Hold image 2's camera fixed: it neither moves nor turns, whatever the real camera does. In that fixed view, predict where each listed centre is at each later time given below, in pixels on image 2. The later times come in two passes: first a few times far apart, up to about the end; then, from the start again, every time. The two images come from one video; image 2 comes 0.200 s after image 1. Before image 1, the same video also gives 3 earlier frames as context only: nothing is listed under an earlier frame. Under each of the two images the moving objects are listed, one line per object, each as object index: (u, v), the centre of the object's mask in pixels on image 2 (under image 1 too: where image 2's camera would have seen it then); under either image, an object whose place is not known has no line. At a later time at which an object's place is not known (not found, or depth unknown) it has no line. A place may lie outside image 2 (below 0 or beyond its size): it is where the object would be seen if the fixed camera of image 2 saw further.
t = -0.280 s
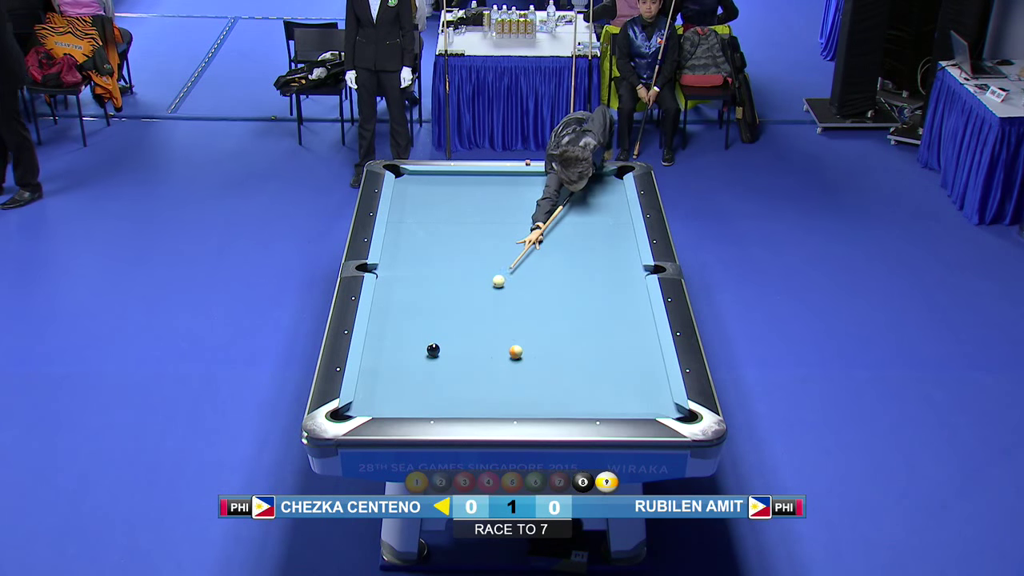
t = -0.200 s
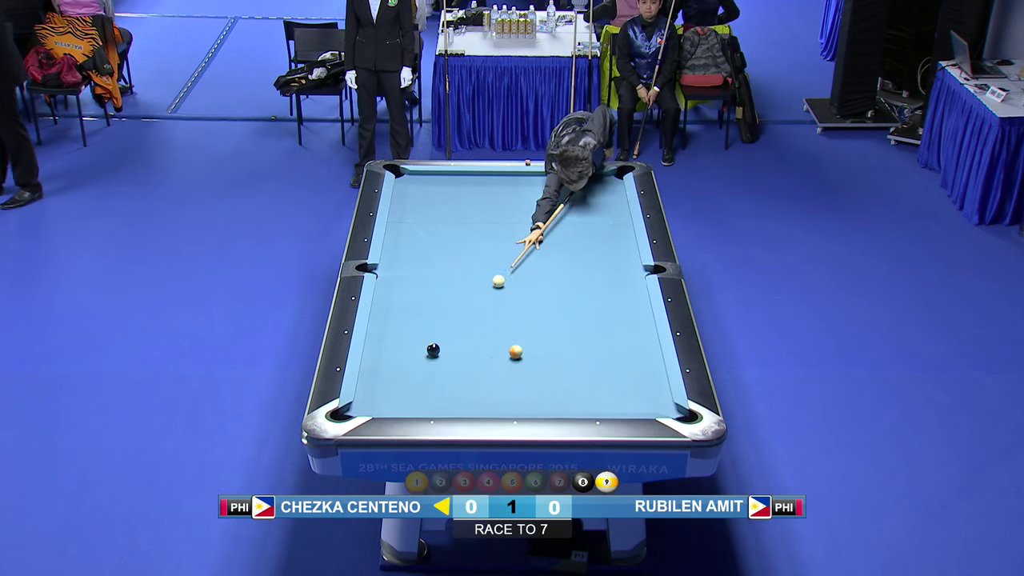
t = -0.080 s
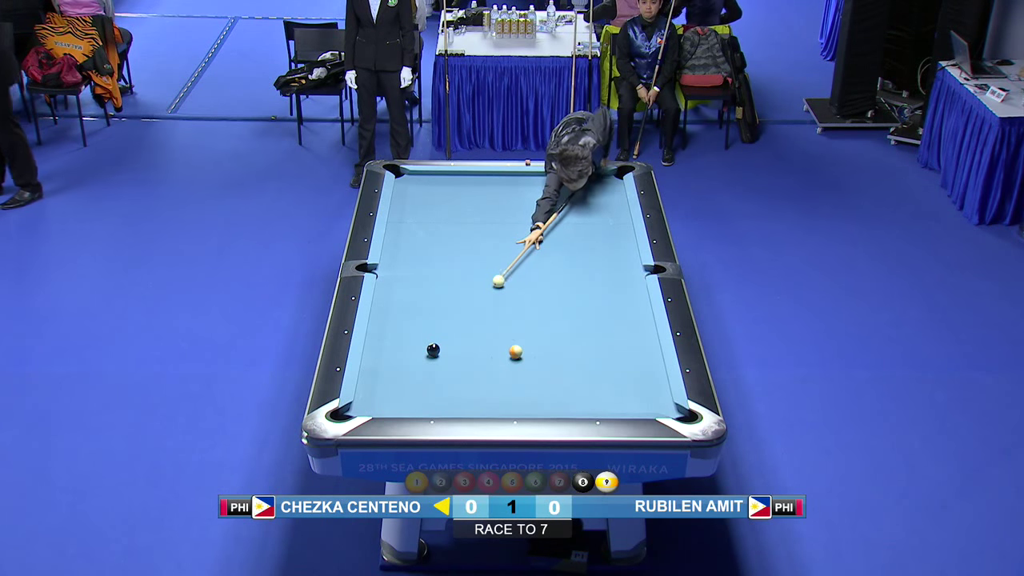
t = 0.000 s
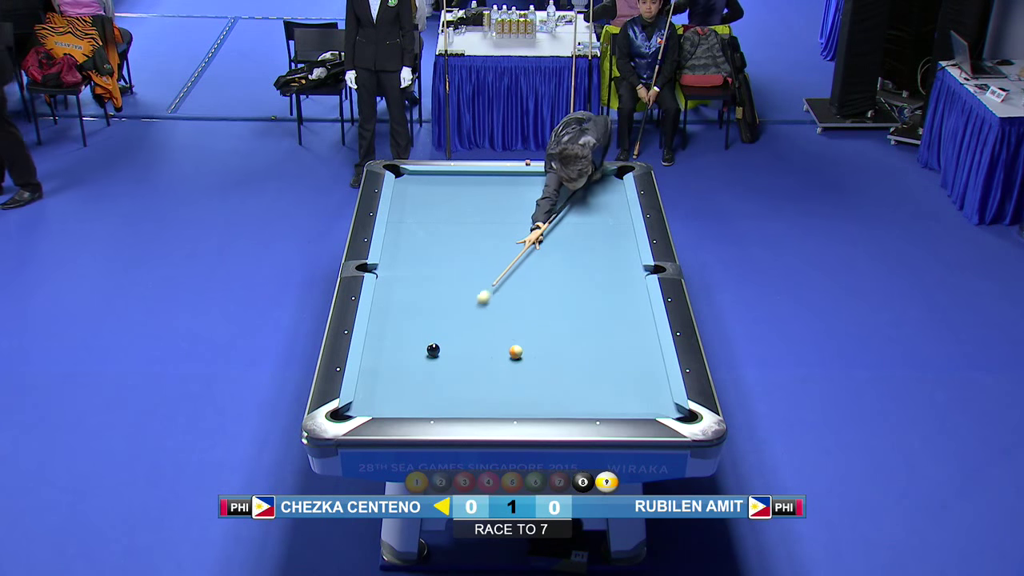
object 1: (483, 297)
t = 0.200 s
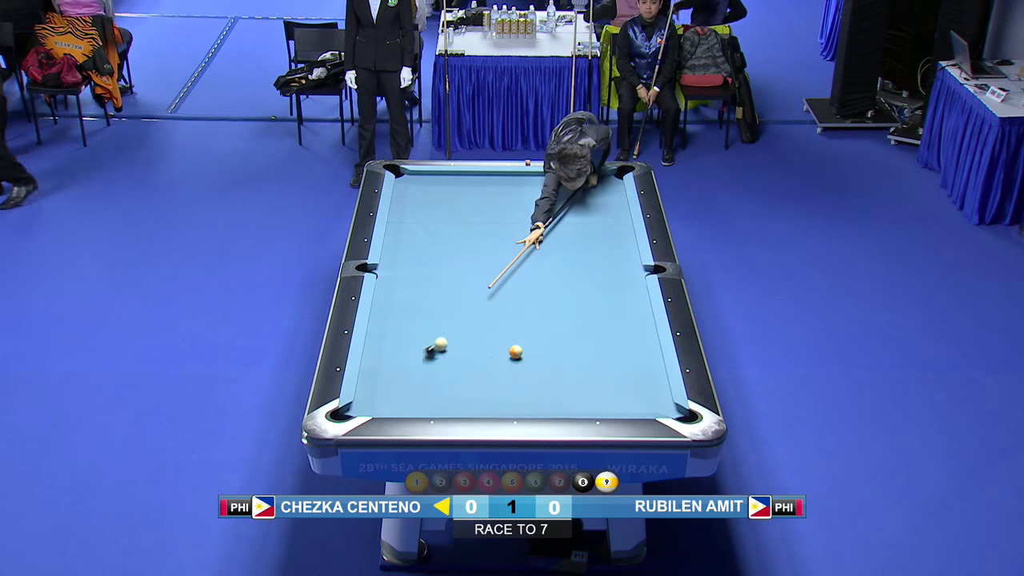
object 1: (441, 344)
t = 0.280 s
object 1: (444, 346)
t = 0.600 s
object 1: (445, 366)
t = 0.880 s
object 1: (441, 387)
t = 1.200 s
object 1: (436, 407)
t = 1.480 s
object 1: (436, 398)
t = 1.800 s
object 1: (435, 387)
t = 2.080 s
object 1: (435, 379)
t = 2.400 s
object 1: (434, 371)
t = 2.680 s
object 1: (434, 365)
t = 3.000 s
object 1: (434, 359)
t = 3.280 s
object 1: (434, 355)
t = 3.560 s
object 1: (435, 351)
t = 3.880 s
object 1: (436, 348)
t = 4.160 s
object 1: (437, 346)
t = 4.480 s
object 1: (437, 345)
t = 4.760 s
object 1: (437, 345)
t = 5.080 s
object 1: (437, 345)
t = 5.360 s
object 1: (437, 345)
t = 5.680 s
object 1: (437, 345)
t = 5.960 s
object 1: (437, 345)
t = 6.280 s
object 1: (437, 345)
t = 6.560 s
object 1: (437, 345)
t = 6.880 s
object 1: (437, 345)
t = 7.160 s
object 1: (437, 345)
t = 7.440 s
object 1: (437, 345)
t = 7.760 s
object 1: (437, 345)
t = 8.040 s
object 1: (437, 345)
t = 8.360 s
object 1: (437, 345)
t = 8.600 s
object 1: (437, 345)
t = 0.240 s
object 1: (443, 345)
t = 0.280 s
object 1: (444, 346)
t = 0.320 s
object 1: (445, 348)
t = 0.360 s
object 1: (446, 350)
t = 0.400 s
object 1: (447, 352)
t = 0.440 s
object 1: (447, 355)
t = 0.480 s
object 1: (447, 357)
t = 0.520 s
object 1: (446, 360)
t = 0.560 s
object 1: (446, 363)
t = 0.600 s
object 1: (445, 366)
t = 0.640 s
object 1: (445, 369)
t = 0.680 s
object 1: (444, 372)
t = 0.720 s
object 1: (443, 375)
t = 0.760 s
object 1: (443, 378)
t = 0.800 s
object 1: (442, 381)
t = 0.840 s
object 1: (442, 384)
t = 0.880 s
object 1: (441, 387)
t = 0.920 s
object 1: (440, 389)
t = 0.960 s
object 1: (440, 392)
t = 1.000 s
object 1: (439, 395)
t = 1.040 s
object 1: (438, 398)
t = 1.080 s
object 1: (438, 402)
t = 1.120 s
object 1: (437, 403)
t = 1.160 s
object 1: (437, 405)
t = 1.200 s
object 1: (436, 407)
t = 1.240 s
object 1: (436, 406)
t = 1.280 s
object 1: (436, 404)
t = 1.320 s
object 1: (436, 403)
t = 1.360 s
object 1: (436, 402)
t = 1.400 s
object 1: (436, 401)
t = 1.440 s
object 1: (436, 399)
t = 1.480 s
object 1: (436, 398)
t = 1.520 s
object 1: (436, 396)
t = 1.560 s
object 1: (436, 395)
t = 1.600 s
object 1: (436, 394)
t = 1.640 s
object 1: (436, 392)
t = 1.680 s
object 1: (436, 391)
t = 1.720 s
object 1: (436, 390)
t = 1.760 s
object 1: (436, 388)
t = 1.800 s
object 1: (435, 387)
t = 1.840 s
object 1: (435, 386)
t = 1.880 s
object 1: (435, 385)
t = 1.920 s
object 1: (435, 384)
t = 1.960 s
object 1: (435, 383)
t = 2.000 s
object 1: (435, 381)
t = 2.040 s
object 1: (435, 380)
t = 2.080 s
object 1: (435, 379)
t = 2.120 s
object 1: (435, 378)
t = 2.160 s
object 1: (435, 377)
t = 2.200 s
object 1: (435, 376)
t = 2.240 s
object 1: (435, 375)
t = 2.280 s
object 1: (435, 374)
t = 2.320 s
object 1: (434, 373)
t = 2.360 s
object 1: (434, 372)
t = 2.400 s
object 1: (434, 371)
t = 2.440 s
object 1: (434, 370)
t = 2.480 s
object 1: (434, 369)
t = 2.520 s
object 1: (434, 368)
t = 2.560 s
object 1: (434, 368)
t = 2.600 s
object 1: (434, 367)
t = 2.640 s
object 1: (434, 366)
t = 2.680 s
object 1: (434, 365)
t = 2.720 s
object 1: (434, 364)
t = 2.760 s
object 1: (434, 363)
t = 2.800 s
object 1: (434, 363)
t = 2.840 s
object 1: (434, 362)
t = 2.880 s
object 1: (434, 361)
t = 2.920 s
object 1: (434, 361)
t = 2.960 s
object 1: (434, 360)
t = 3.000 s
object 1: (434, 359)
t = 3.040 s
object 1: (434, 358)
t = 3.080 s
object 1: (434, 358)
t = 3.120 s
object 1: (434, 357)
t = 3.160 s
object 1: (434, 357)
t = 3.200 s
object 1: (434, 356)
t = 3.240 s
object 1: (434, 355)
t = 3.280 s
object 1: (434, 355)
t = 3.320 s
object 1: (434, 354)
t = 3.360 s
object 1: (434, 354)
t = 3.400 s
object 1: (434, 353)
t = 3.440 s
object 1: (434, 353)
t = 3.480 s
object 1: (434, 352)
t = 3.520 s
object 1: (435, 352)
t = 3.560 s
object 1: (435, 351)
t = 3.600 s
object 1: (435, 351)
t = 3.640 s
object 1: (435, 351)
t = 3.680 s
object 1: (435, 350)
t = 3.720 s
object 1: (436, 350)
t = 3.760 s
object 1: (436, 349)
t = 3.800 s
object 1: (436, 349)
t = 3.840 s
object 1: (436, 349)
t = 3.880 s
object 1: (436, 348)
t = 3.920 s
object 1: (436, 348)
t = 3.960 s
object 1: (436, 348)
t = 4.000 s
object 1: (436, 347)
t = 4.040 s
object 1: (437, 347)
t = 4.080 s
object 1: (437, 347)
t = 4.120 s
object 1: (437, 347)
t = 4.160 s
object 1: (437, 346)
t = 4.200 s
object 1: (437, 346)
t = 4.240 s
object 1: (437, 346)
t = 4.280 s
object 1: (437, 346)
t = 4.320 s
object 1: (437, 346)
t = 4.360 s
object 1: (437, 346)
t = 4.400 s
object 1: (437, 345)
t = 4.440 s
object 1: (437, 345)
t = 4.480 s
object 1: (437, 345)
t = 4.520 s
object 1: (437, 345)
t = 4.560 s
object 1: (437, 345)
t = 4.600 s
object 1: (437, 345)
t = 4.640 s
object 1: (437, 345)
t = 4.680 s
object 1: (437, 345)
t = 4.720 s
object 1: (437, 345)
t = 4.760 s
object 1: (437, 345)
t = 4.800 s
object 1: (437, 345)
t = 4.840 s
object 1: (437, 345)
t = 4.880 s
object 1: (437, 345)
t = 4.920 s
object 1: (437, 345)
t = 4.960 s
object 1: (437, 345)
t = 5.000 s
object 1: (437, 345)
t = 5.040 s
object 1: (437, 345)
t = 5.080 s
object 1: (437, 345)
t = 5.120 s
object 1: (437, 345)
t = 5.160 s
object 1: (437, 345)
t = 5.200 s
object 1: (437, 345)
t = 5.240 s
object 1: (437, 345)
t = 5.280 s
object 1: (437, 345)
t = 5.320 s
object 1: (437, 345)
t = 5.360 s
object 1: (437, 345)
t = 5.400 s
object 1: (437, 345)
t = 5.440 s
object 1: (437, 345)
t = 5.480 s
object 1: (437, 345)
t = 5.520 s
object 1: (437, 345)
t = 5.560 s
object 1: (437, 345)
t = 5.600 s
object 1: (437, 345)
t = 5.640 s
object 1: (437, 345)
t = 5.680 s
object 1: (437, 345)
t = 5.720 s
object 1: (437, 345)
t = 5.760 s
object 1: (437, 345)
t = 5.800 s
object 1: (437, 345)
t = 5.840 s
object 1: (437, 345)
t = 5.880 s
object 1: (437, 345)
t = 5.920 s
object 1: (437, 345)
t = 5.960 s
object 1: (437, 345)
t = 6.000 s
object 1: (437, 345)
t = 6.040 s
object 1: (437, 345)
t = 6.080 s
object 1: (437, 345)
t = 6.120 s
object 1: (437, 345)
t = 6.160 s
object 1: (437, 345)
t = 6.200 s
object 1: (437, 345)
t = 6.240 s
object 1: (437, 345)
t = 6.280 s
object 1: (437, 345)
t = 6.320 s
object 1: (437, 345)
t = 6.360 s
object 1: (437, 345)
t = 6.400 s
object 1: (437, 345)
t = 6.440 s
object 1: (437, 345)
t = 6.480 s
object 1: (437, 345)
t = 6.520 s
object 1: (437, 345)
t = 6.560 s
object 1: (437, 345)
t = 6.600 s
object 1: (437, 345)
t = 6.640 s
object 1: (437, 345)
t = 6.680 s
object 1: (437, 345)
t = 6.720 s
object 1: (437, 345)
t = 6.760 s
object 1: (437, 345)
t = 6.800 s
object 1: (437, 345)
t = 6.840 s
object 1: (437, 345)
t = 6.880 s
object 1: (437, 345)
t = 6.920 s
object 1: (437, 345)
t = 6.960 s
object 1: (437, 345)
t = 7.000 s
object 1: (437, 345)
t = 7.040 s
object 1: (437, 345)
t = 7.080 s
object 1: (437, 345)
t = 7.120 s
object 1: (437, 345)
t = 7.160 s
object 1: (437, 345)
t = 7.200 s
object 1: (437, 345)
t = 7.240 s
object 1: (437, 345)
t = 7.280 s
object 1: (437, 345)
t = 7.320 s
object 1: (437, 345)
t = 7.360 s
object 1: (437, 345)
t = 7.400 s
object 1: (437, 345)
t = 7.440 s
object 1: (437, 345)
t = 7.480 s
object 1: (437, 345)
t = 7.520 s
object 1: (437, 345)
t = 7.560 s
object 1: (437, 345)
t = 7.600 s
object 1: (437, 345)
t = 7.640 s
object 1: (437, 345)
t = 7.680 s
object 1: (437, 345)
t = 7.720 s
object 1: (437, 345)
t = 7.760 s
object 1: (437, 345)
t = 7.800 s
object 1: (437, 345)
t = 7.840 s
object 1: (437, 345)
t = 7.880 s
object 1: (437, 345)
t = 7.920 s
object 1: (437, 345)
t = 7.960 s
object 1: (437, 345)
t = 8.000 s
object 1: (437, 345)
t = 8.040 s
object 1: (437, 345)
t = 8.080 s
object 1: (437, 345)
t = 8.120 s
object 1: (437, 345)
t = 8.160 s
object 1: (437, 345)
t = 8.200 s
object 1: (437, 345)
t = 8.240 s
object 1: (437, 345)
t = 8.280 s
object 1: (437, 345)
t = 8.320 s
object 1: (437, 345)
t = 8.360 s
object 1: (437, 345)
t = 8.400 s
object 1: (437, 345)
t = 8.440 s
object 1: (437, 345)
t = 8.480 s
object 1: (437, 345)
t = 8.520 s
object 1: (437, 345)
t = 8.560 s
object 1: (437, 345)
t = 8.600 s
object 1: (437, 345)
